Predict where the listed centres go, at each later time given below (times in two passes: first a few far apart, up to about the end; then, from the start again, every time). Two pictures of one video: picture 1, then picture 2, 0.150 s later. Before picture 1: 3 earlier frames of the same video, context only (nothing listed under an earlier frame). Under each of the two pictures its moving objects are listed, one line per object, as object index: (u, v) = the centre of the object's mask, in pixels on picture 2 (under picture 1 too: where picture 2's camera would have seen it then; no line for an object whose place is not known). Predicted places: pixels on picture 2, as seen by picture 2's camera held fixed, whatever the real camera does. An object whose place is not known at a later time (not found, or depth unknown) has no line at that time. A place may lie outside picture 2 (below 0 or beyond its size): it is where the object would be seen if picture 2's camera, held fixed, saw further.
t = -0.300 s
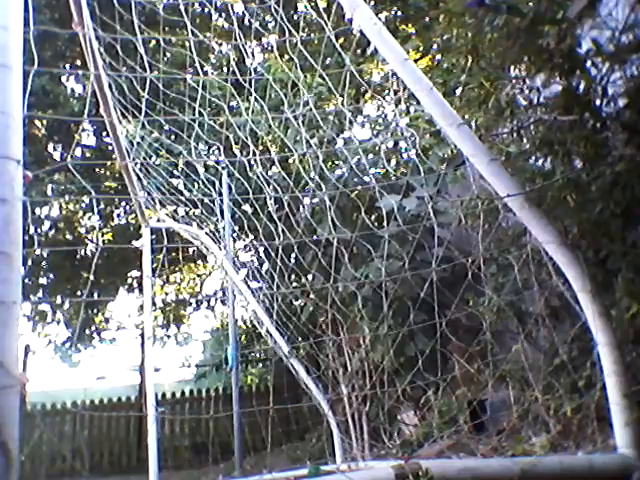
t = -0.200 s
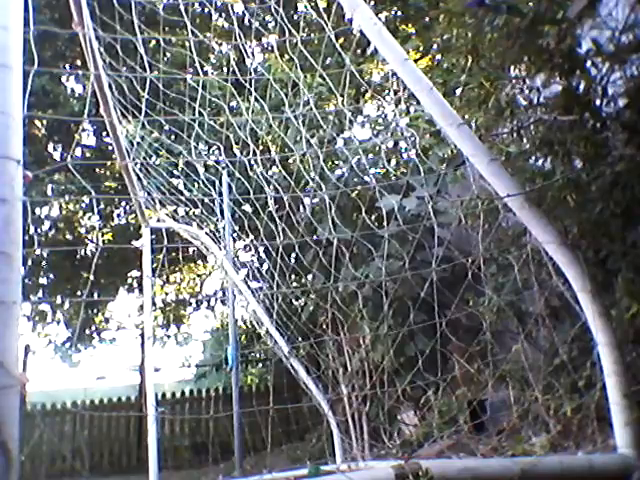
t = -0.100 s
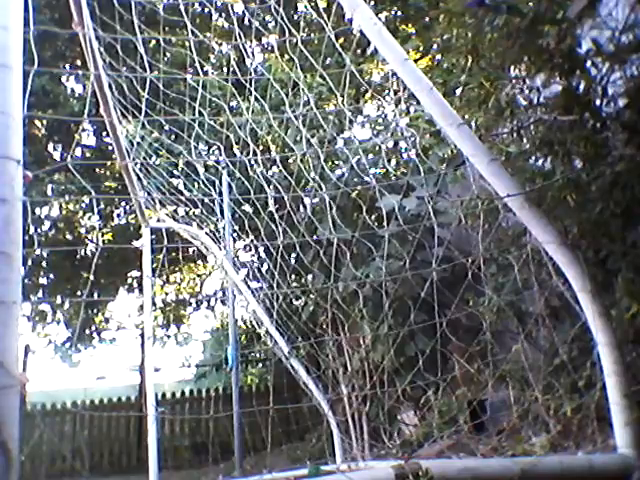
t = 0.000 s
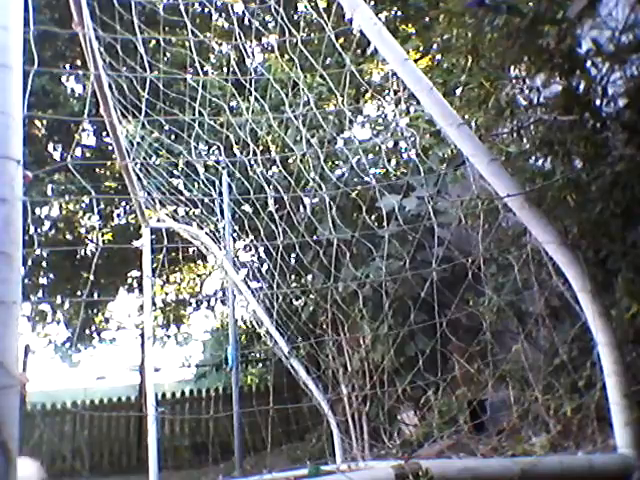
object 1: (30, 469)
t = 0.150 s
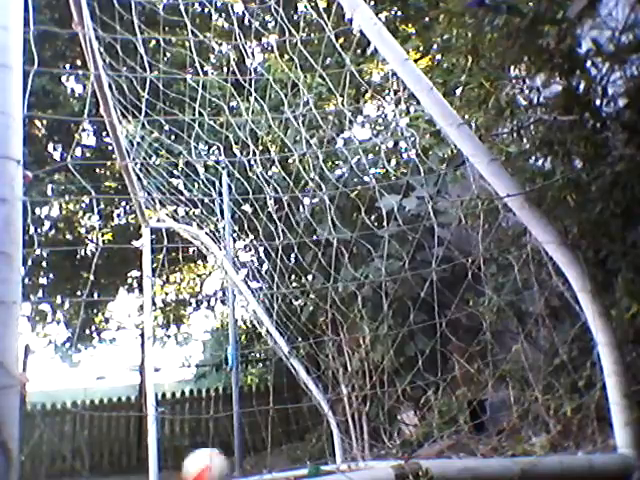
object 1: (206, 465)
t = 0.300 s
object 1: (338, 449)
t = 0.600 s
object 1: (163, 404)
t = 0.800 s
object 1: (43, 462)
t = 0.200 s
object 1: (254, 461)
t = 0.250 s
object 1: (299, 453)
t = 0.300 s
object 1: (338, 449)
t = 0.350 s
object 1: (312, 430)
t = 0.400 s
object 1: (282, 415)
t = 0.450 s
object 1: (252, 407)
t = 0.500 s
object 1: (222, 402)
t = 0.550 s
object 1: (192, 401)
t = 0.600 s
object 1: (163, 404)
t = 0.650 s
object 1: (133, 413)
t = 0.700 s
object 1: (104, 425)
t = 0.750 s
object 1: (73, 442)
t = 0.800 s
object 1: (43, 462)
